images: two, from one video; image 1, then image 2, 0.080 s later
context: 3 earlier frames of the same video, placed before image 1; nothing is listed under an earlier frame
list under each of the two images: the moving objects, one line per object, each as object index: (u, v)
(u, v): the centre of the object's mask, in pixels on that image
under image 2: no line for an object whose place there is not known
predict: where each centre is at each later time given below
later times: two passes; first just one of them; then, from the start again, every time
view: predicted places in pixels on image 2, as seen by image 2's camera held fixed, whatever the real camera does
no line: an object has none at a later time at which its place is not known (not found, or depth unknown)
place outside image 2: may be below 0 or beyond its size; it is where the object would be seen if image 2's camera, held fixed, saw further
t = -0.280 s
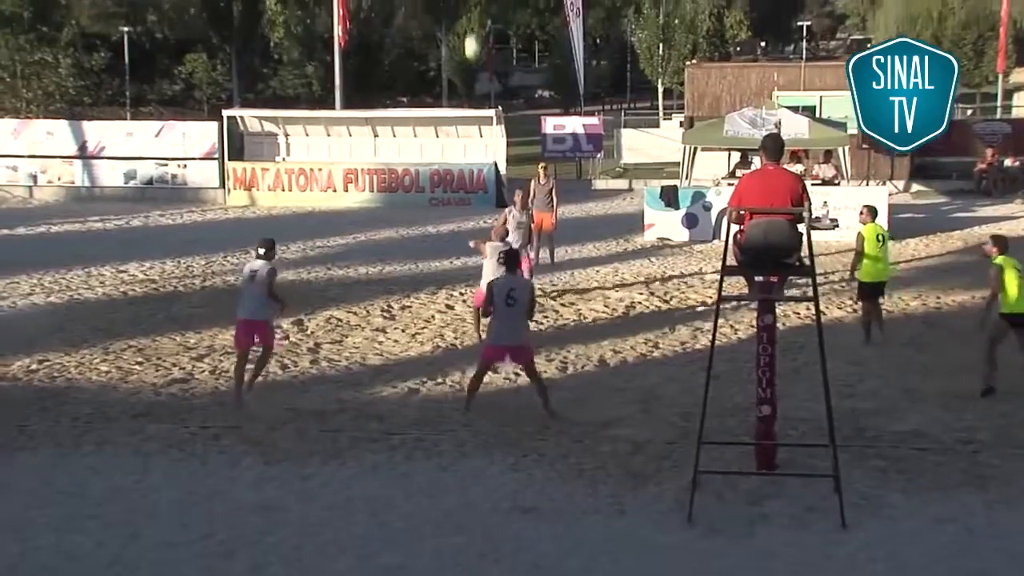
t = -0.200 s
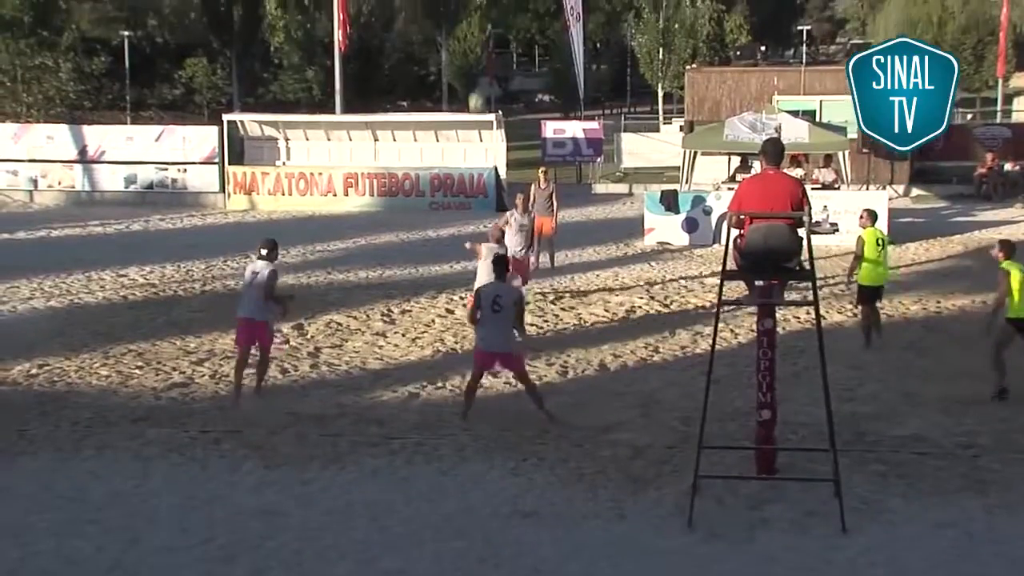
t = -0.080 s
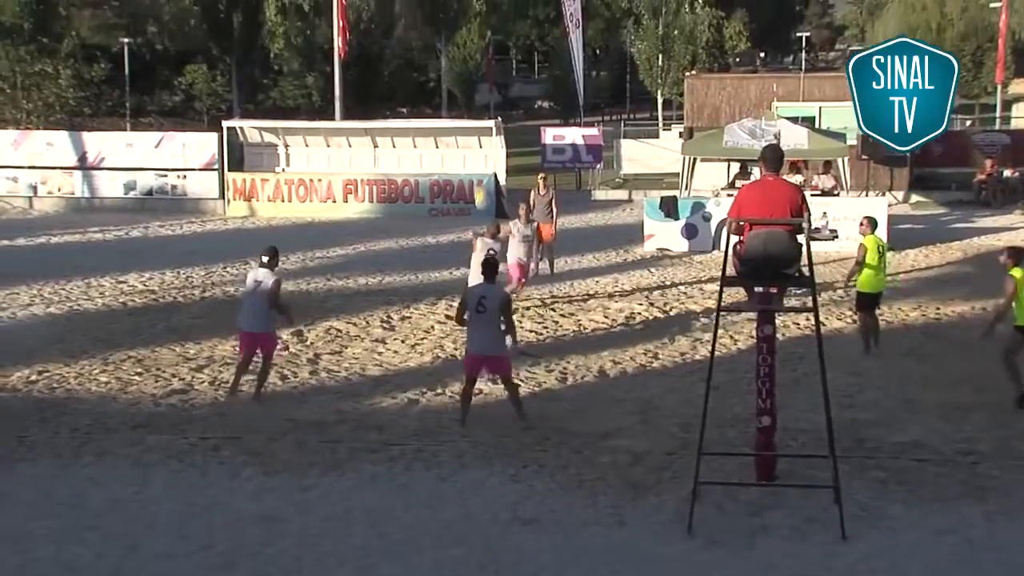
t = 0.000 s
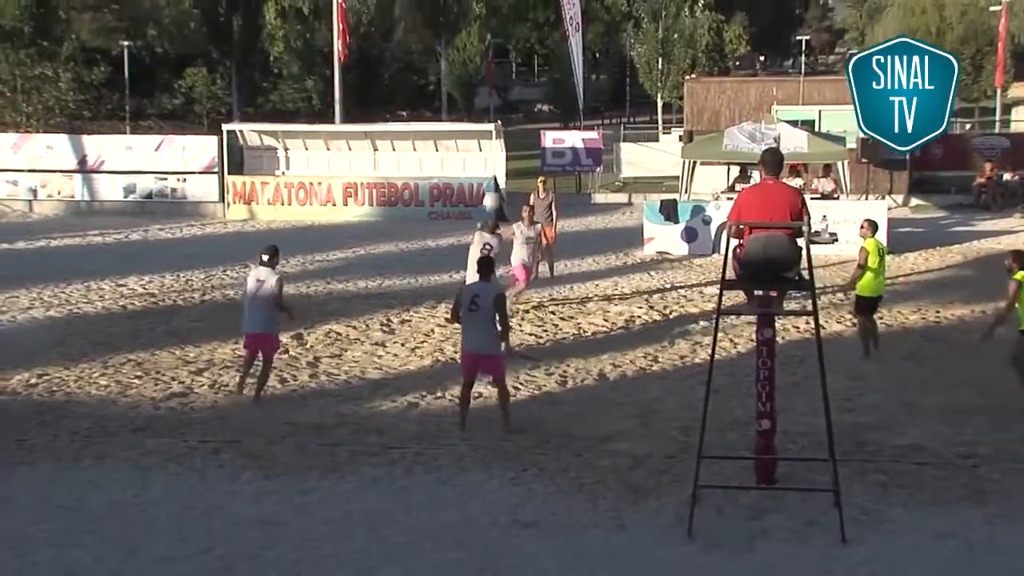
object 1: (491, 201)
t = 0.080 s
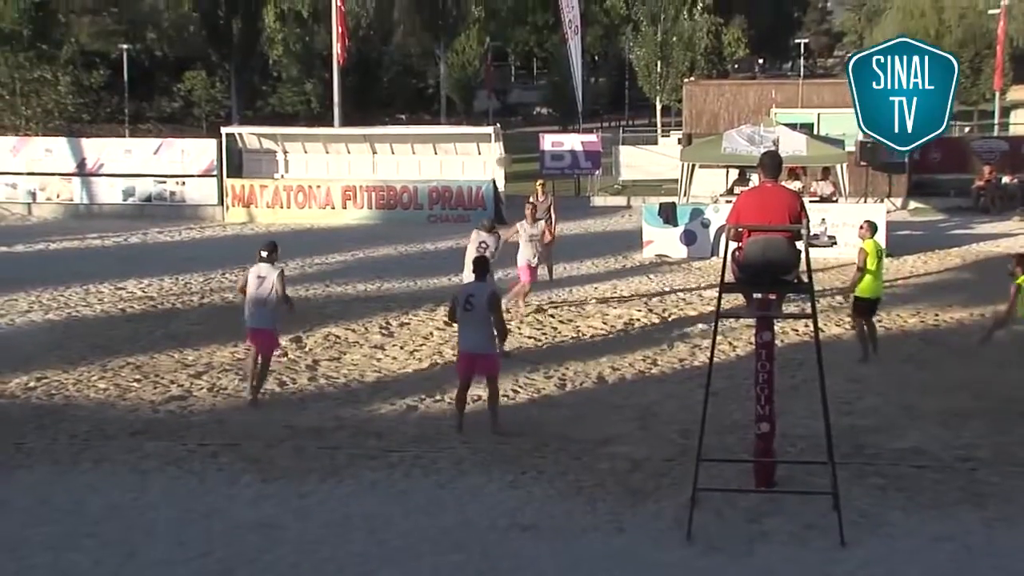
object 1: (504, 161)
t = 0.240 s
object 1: (526, 98)
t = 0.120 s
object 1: (509, 142)
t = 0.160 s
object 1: (515, 126)
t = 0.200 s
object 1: (520, 112)
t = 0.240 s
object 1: (526, 98)
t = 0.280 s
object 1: (531, 86)
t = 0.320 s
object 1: (536, 75)
